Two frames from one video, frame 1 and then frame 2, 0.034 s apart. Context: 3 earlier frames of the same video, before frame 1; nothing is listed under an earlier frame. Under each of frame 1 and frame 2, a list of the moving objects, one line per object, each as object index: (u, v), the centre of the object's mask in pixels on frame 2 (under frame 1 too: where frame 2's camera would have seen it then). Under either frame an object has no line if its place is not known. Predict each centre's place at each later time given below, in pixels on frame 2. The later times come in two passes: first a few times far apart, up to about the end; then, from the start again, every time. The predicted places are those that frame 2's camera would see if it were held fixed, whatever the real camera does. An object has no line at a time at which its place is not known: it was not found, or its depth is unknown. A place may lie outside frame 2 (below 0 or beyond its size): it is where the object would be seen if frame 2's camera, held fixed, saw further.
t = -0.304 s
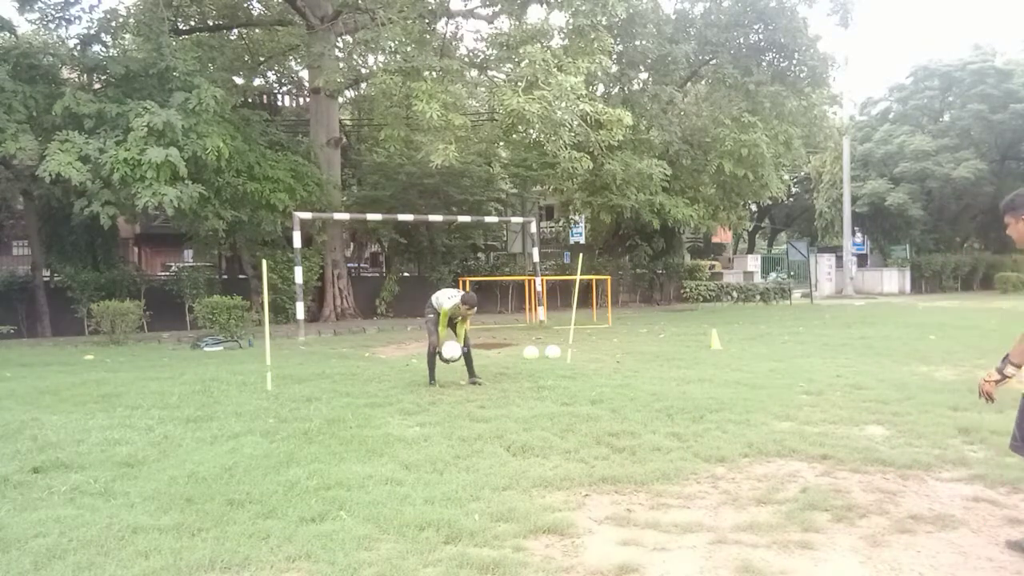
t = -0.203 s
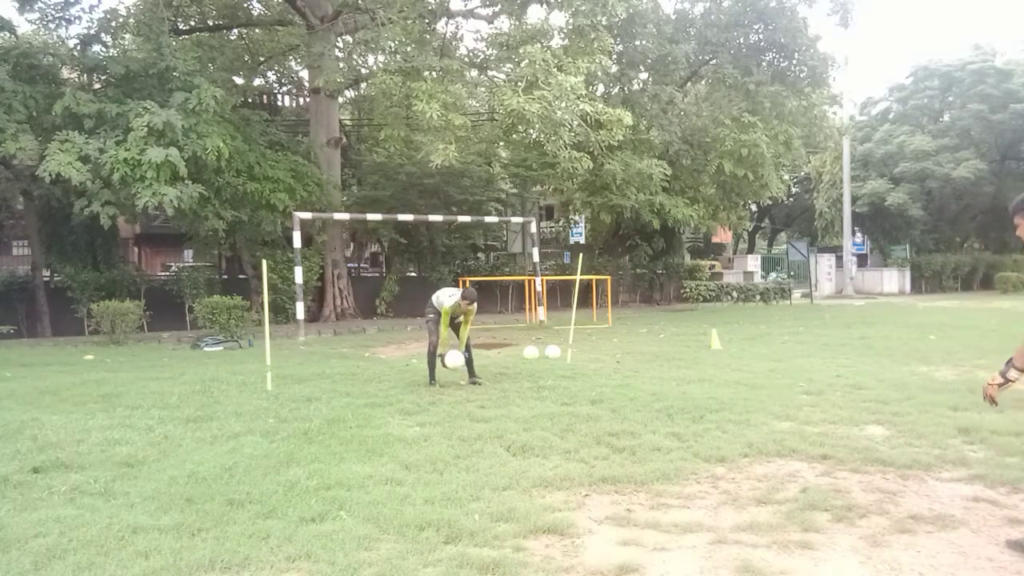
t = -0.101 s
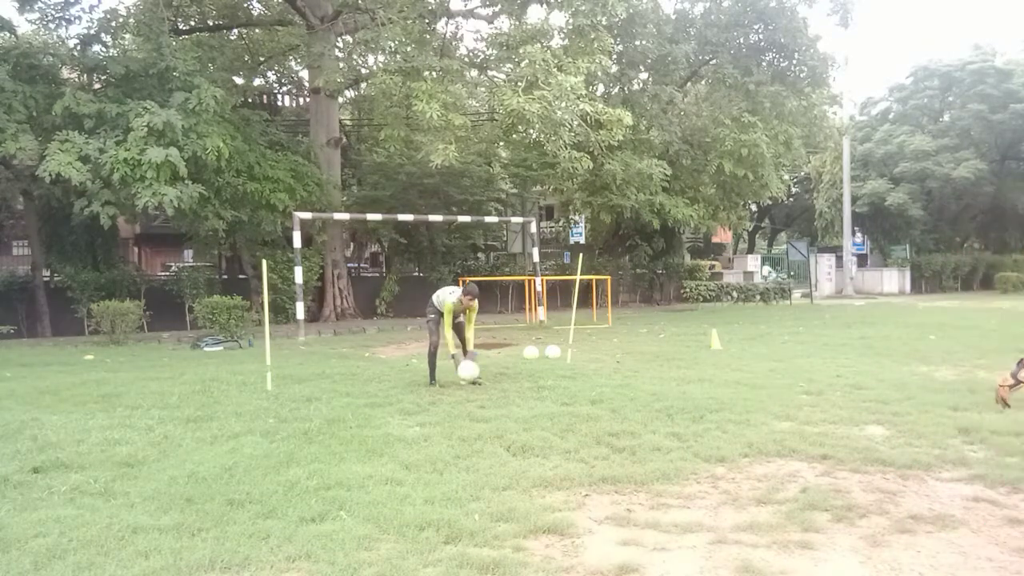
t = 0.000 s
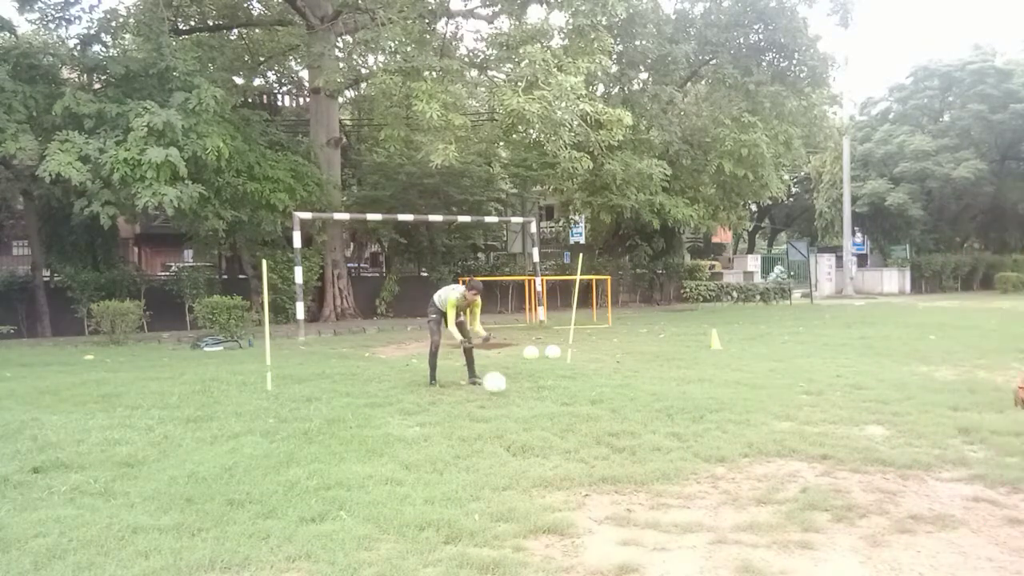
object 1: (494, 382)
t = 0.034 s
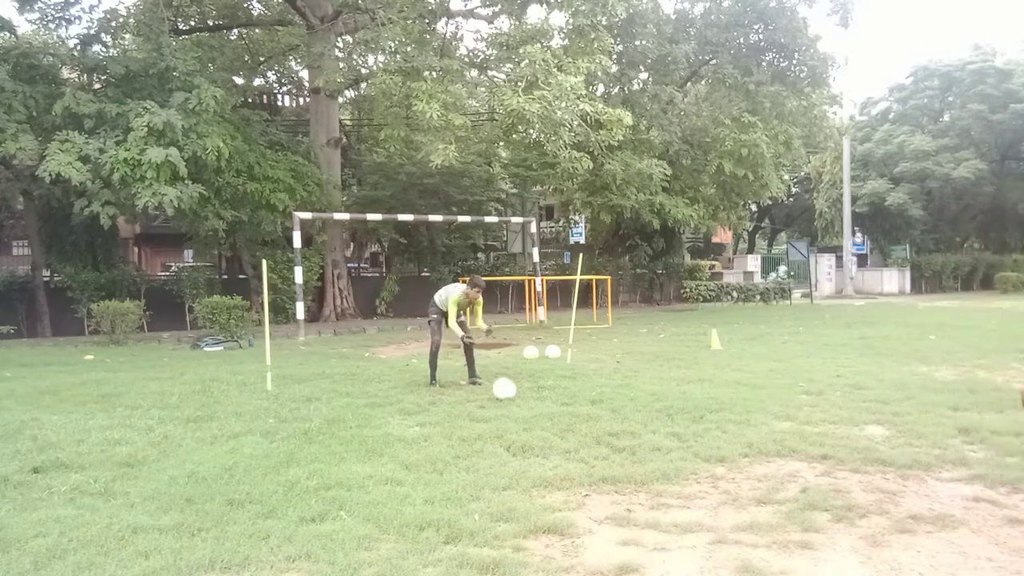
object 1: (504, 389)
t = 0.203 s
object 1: (544, 398)
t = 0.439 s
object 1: (608, 417)
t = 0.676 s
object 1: (683, 437)
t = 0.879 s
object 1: (759, 454)
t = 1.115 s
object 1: (864, 481)
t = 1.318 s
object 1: (971, 504)
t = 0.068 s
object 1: (513, 393)
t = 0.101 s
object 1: (520, 393)
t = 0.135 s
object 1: (528, 394)
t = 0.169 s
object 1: (536, 396)
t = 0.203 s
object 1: (544, 398)
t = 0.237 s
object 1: (553, 401)
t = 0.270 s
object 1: (562, 405)
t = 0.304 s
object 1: (571, 409)
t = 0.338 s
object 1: (579, 409)
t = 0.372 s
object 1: (588, 410)
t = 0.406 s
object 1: (598, 413)
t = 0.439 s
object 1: (608, 417)
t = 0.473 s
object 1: (618, 420)
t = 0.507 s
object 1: (629, 422)
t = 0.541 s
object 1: (638, 423)
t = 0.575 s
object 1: (649, 425)
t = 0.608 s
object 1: (660, 428)
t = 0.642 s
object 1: (671, 434)
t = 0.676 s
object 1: (683, 437)
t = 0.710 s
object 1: (694, 438)
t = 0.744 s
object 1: (706, 440)
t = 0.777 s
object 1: (719, 443)
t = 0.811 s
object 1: (732, 448)
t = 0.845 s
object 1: (745, 454)
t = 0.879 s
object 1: (759, 454)
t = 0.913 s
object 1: (772, 457)
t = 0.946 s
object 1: (786, 461)
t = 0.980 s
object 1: (800, 465)
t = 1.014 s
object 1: (816, 469)
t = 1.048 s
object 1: (832, 472)
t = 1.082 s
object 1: (848, 475)
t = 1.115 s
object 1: (864, 481)
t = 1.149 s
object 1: (880, 485)
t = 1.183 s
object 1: (897, 487)
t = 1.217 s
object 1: (913, 490)
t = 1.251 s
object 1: (933, 497)
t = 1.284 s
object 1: (952, 501)
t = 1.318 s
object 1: (971, 504)
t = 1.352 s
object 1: (991, 510)
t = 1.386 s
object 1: (1005, 515)
